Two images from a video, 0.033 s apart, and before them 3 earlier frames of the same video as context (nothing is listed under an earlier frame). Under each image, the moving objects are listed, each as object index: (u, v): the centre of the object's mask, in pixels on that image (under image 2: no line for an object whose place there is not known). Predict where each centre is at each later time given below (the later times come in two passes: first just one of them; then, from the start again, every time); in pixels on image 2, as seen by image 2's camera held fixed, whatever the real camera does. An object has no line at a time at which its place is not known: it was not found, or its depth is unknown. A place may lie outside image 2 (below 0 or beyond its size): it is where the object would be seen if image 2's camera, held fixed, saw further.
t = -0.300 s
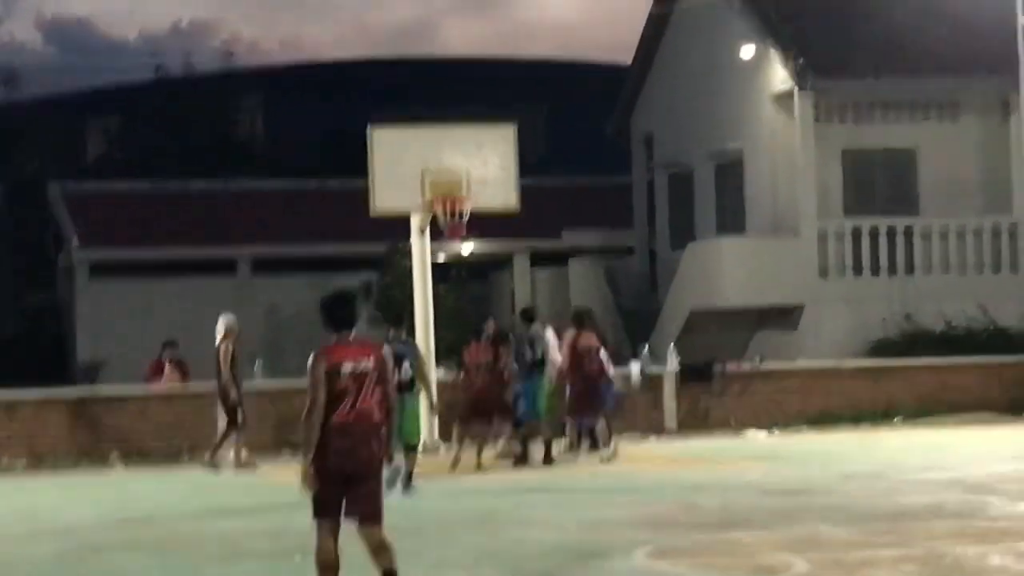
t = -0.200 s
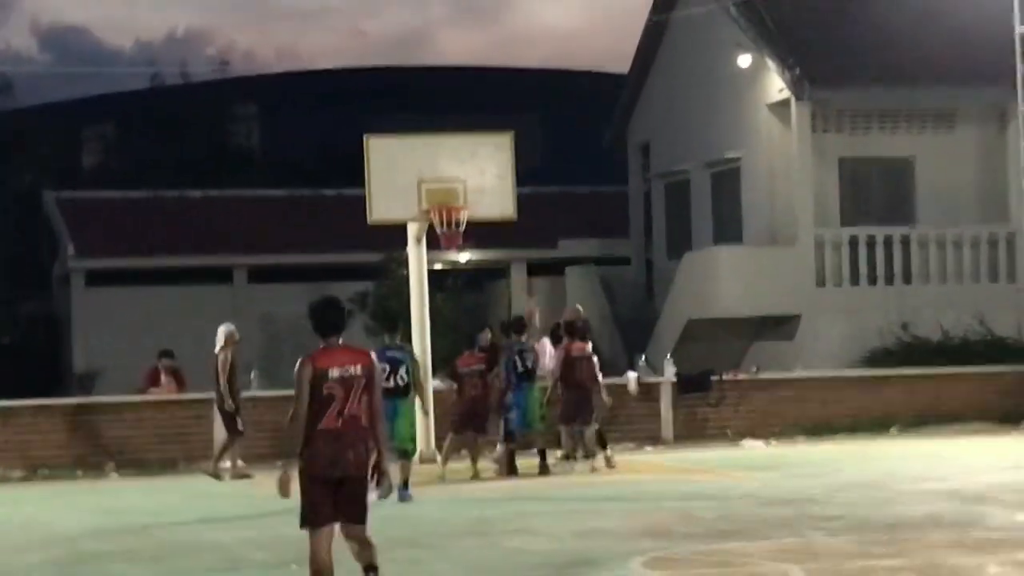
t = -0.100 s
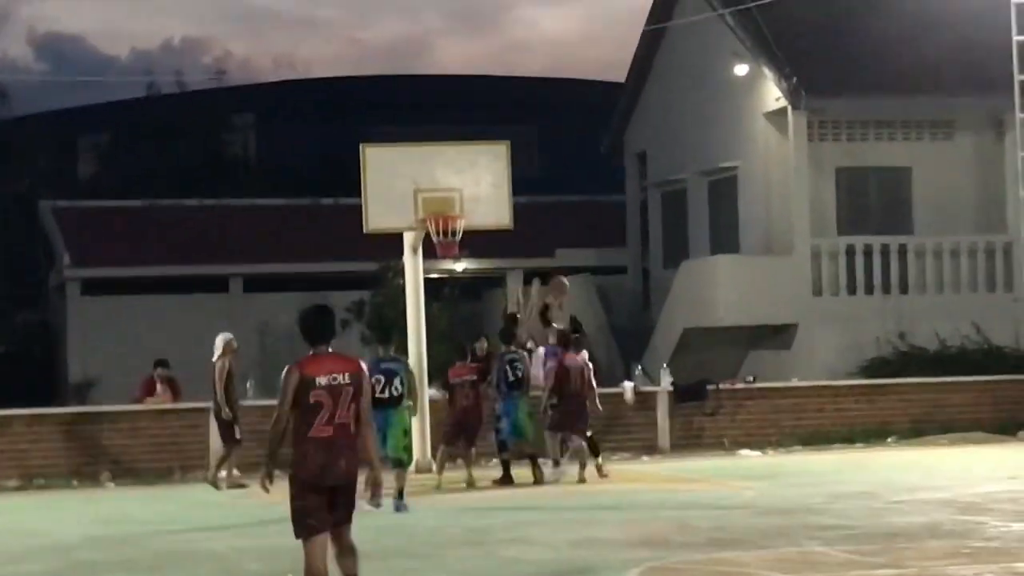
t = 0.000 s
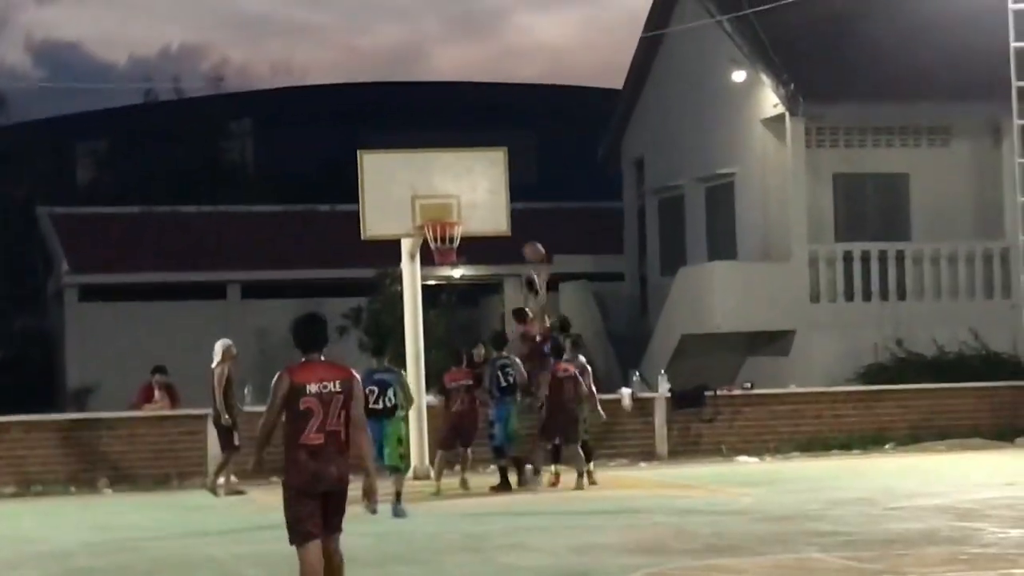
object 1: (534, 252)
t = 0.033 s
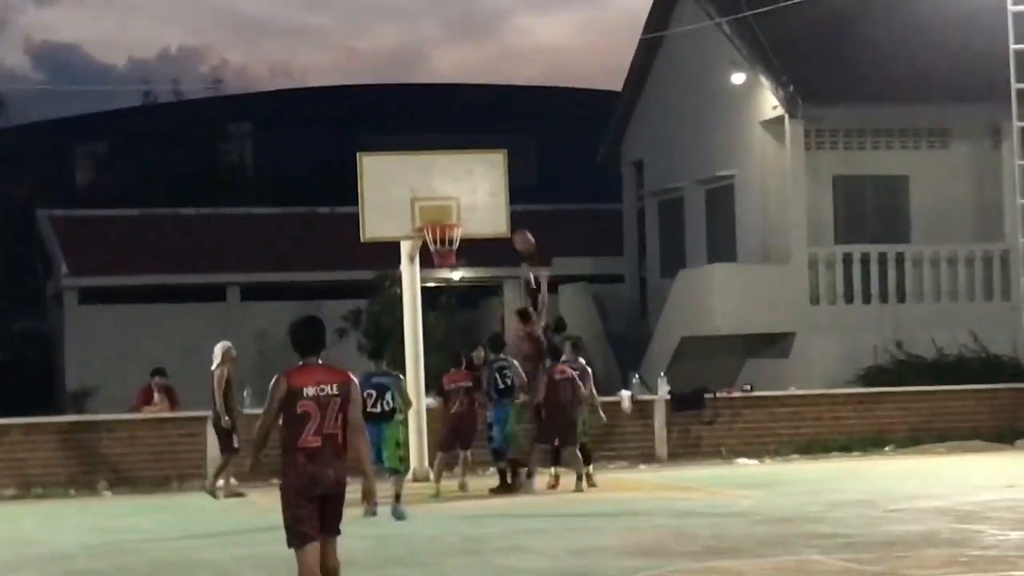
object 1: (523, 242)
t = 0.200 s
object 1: (474, 190)
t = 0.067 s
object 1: (517, 230)
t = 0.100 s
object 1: (506, 218)
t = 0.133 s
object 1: (494, 206)
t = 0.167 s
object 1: (485, 198)
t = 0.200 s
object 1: (474, 190)
